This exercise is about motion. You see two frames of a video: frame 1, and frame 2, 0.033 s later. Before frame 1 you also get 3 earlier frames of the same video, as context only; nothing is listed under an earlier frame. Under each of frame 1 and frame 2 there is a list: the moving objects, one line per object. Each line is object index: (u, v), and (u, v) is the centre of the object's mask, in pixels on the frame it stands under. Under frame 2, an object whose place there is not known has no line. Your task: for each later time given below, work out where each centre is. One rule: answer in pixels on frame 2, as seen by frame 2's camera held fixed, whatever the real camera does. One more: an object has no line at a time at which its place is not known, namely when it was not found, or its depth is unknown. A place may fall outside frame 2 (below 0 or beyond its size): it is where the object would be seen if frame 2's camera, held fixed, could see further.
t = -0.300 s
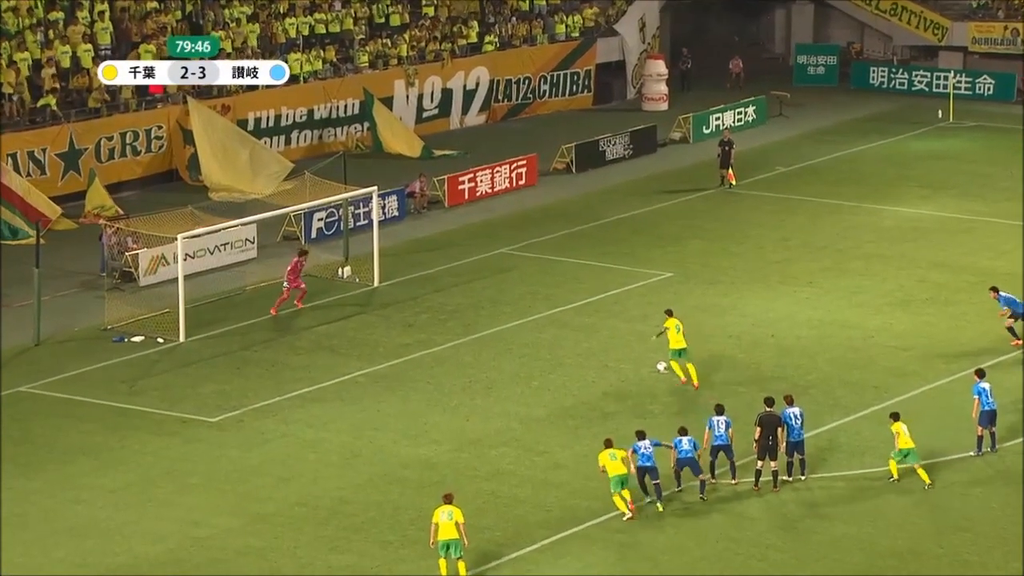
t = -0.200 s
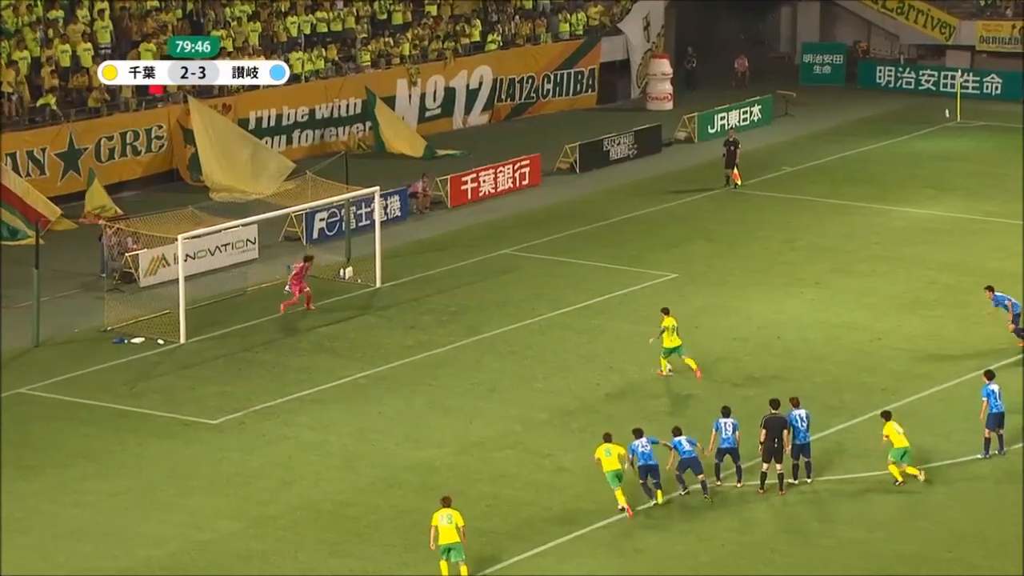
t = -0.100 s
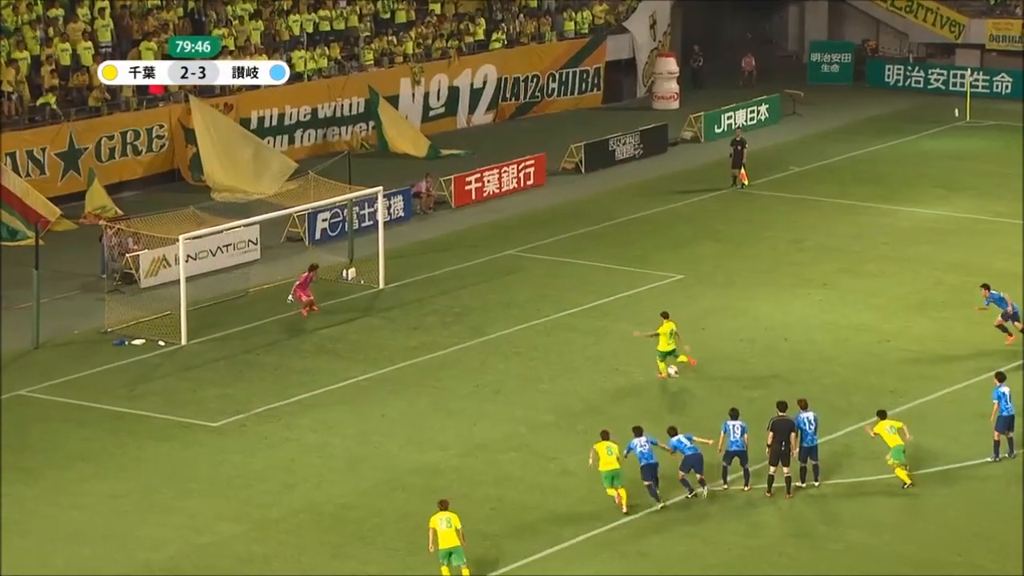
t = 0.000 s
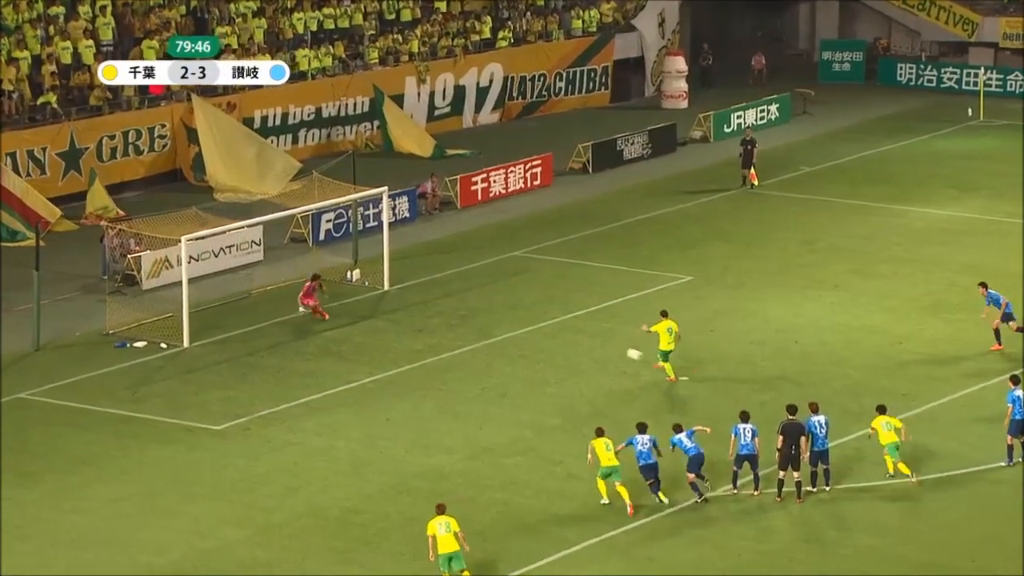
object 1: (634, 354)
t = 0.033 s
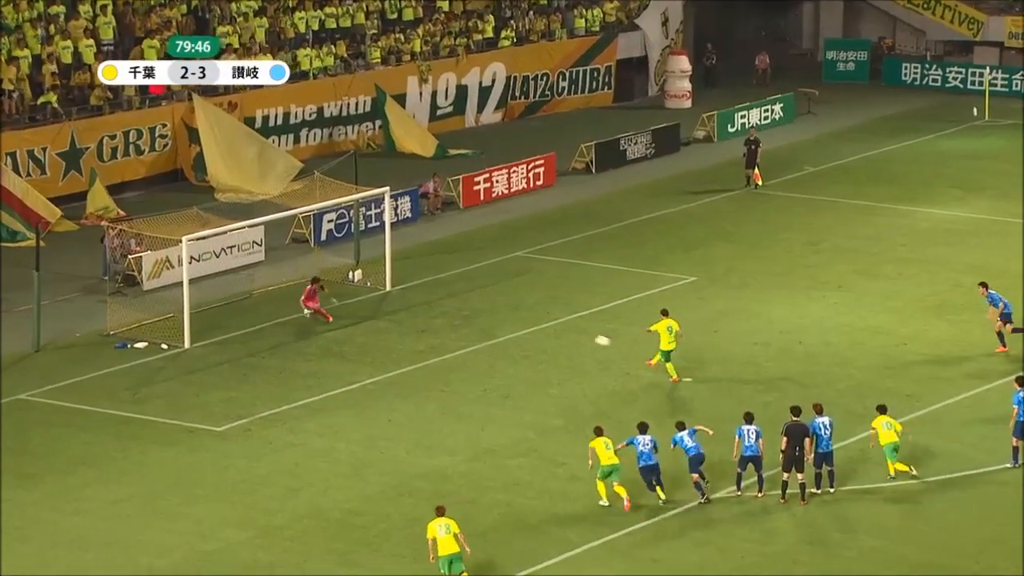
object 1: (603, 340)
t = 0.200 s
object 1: (445, 275)
